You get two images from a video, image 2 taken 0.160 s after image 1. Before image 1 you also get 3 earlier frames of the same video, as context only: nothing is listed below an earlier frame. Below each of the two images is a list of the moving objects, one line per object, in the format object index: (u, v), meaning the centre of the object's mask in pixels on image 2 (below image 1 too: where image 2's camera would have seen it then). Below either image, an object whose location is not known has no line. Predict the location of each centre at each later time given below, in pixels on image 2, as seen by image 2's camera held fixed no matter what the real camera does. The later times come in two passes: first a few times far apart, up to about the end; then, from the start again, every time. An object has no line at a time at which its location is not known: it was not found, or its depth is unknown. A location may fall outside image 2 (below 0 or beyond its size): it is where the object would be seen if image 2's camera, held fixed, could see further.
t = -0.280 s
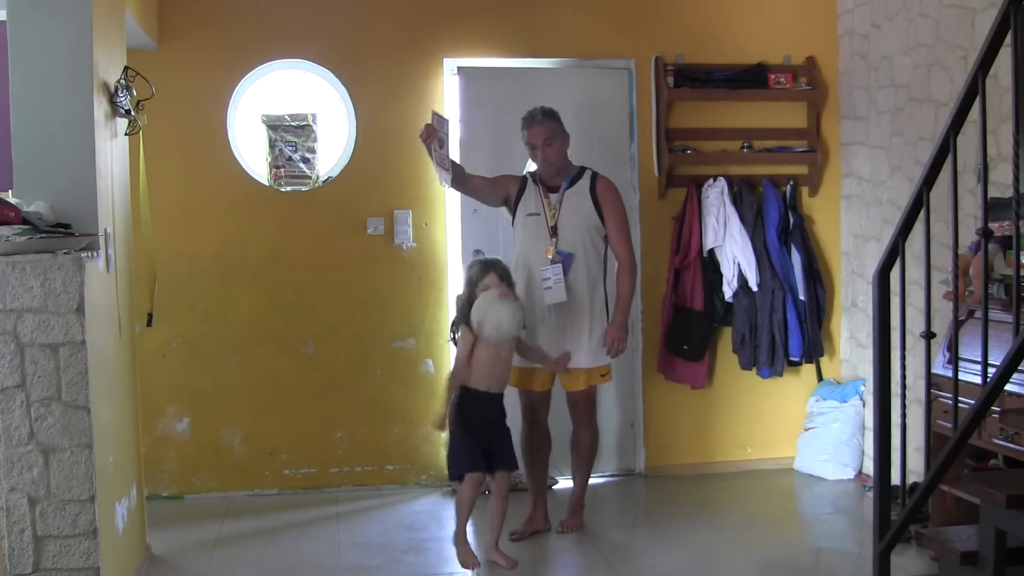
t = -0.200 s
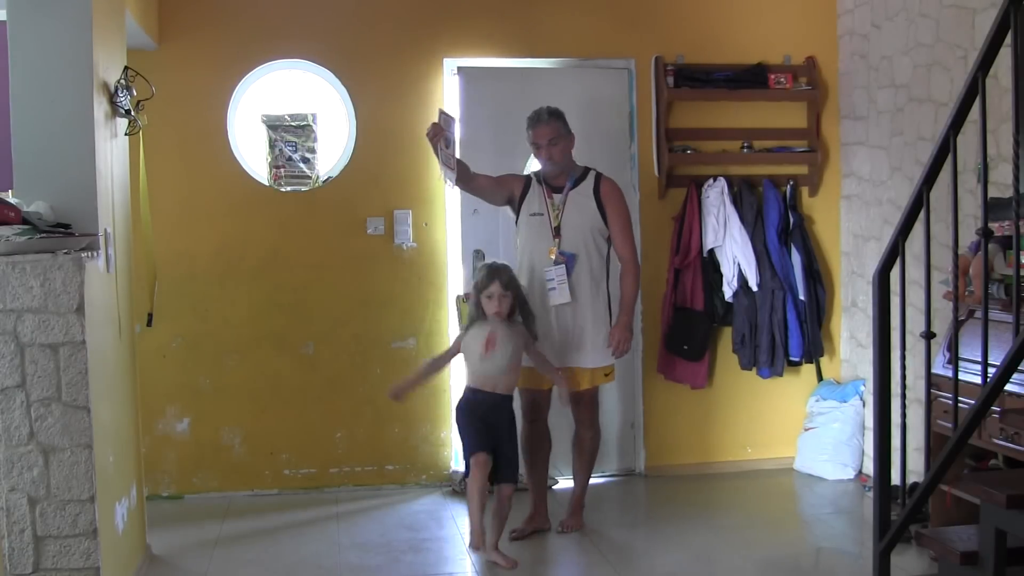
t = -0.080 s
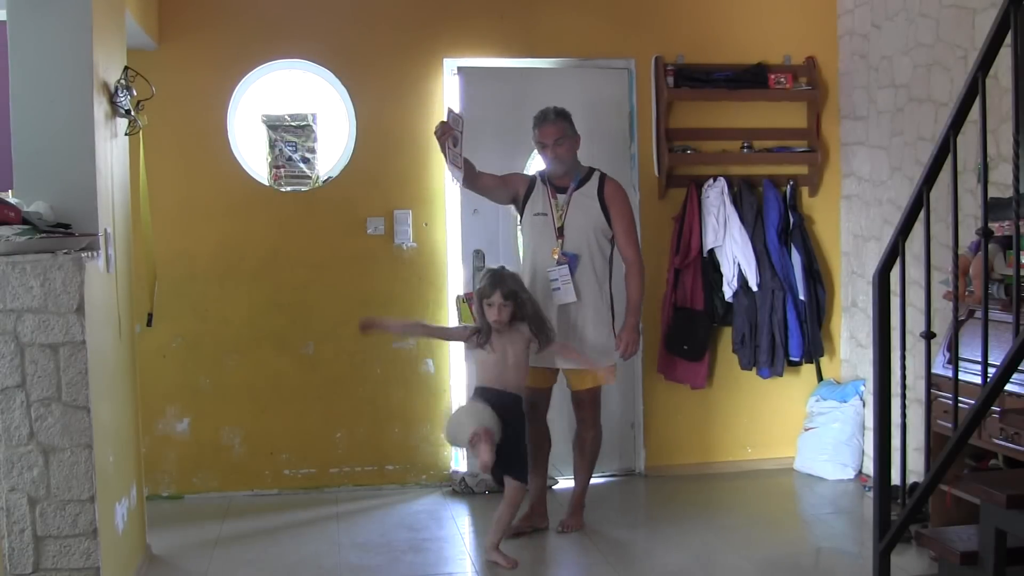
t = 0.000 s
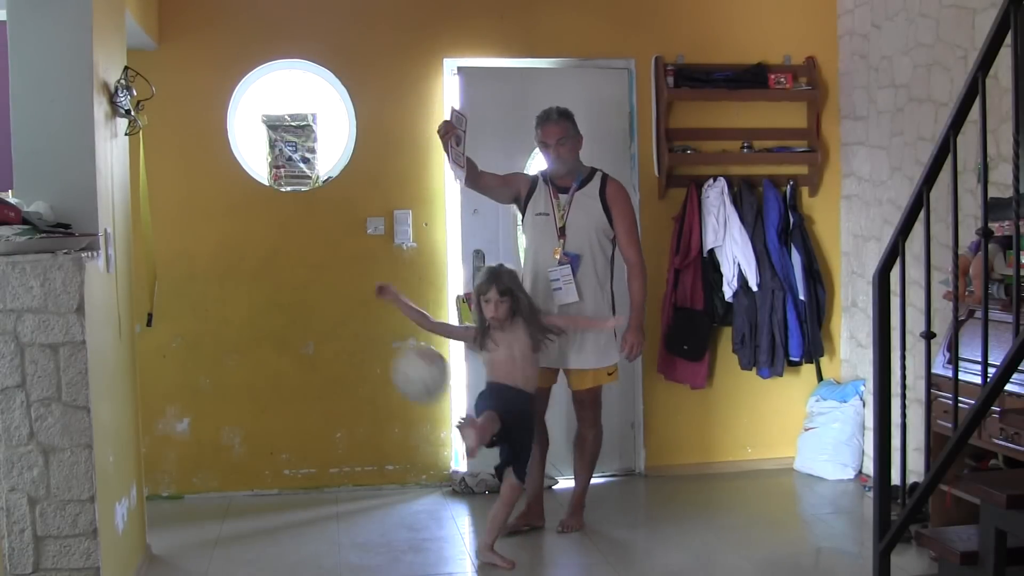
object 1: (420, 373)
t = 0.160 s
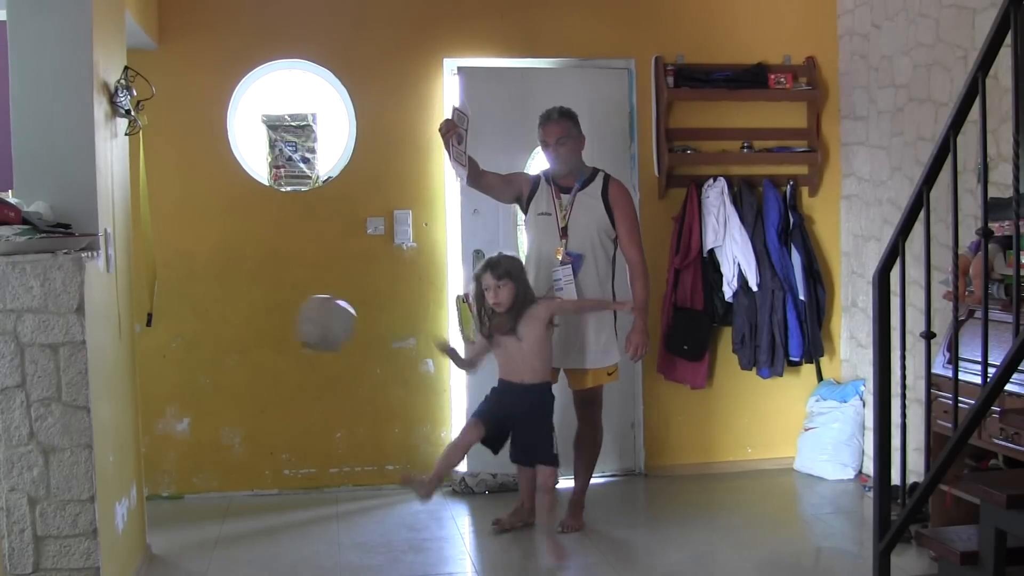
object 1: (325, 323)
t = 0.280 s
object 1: (254, 334)
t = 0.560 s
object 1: (163, 485)
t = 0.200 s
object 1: (301, 322)
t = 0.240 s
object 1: (278, 326)
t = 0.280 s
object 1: (254, 334)
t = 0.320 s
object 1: (231, 347)
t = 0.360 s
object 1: (208, 365)
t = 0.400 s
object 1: (185, 389)
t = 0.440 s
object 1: (162, 415)
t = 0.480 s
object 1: (141, 447)
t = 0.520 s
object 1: (143, 470)
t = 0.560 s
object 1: (163, 485)
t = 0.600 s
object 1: (183, 505)
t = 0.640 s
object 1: (201, 528)
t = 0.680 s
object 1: (221, 554)
